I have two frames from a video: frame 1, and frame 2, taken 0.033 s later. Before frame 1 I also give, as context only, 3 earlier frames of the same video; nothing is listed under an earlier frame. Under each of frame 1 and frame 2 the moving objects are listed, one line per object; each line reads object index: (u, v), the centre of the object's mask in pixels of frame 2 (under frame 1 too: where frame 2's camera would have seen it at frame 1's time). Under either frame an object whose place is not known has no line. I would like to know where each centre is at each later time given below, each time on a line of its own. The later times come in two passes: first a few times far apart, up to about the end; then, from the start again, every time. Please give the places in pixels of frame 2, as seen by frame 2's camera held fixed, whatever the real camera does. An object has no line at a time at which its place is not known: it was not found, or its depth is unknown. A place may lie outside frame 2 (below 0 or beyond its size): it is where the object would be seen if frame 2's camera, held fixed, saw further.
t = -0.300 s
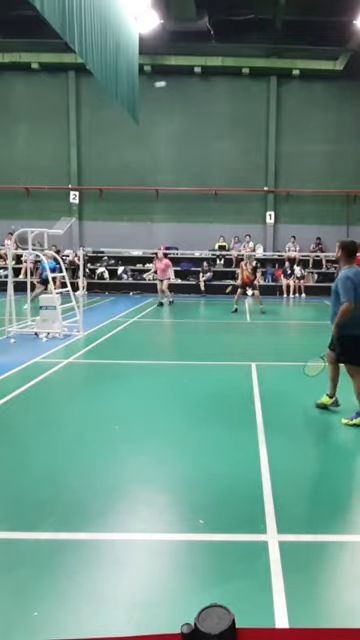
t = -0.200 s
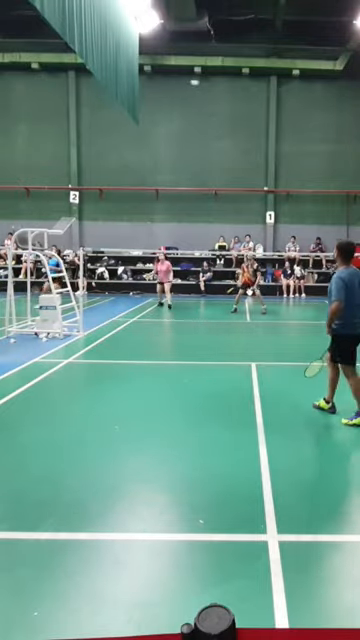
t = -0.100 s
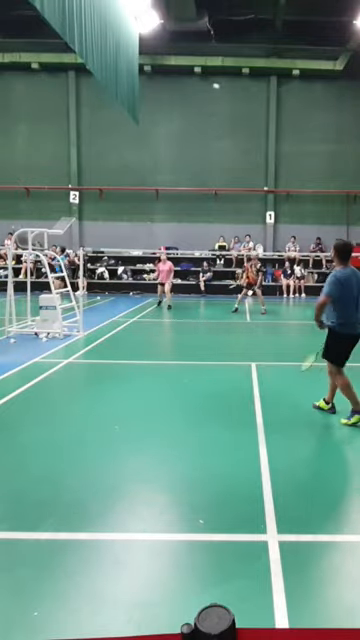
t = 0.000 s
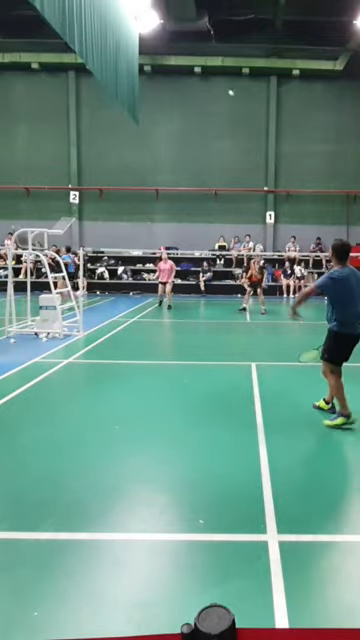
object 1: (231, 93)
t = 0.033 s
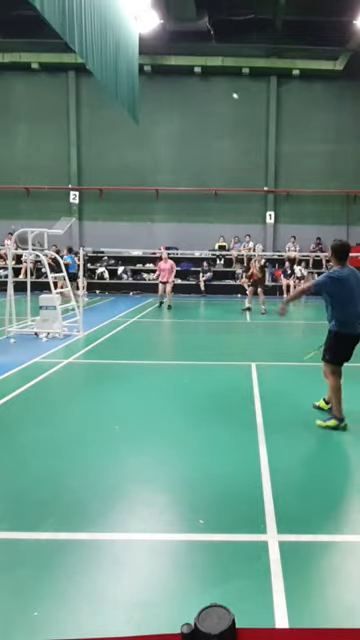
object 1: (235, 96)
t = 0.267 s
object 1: (255, 123)
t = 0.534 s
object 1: (271, 164)
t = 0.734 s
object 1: (278, 199)
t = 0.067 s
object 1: (238, 100)
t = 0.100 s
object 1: (242, 103)
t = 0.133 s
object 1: (245, 106)
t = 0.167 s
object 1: (248, 110)
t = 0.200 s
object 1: (250, 114)
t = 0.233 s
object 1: (253, 119)
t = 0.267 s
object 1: (255, 123)
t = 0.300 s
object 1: (257, 128)
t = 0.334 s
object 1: (259, 132)
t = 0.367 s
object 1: (261, 137)
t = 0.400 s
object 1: (264, 142)
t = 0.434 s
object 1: (265, 147)
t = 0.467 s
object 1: (267, 153)
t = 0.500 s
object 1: (269, 158)
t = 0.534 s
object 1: (271, 164)
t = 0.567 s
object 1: (272, 169)
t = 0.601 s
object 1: (274, 175)
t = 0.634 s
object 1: (275, 181)
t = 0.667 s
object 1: (276, 186)
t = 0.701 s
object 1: (277, 192)
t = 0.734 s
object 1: (278, 199)
